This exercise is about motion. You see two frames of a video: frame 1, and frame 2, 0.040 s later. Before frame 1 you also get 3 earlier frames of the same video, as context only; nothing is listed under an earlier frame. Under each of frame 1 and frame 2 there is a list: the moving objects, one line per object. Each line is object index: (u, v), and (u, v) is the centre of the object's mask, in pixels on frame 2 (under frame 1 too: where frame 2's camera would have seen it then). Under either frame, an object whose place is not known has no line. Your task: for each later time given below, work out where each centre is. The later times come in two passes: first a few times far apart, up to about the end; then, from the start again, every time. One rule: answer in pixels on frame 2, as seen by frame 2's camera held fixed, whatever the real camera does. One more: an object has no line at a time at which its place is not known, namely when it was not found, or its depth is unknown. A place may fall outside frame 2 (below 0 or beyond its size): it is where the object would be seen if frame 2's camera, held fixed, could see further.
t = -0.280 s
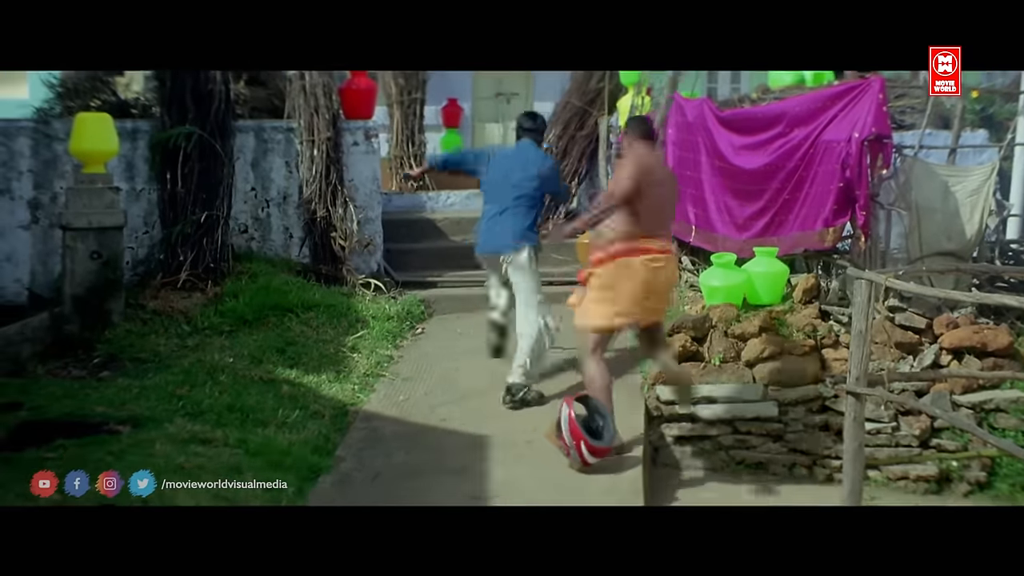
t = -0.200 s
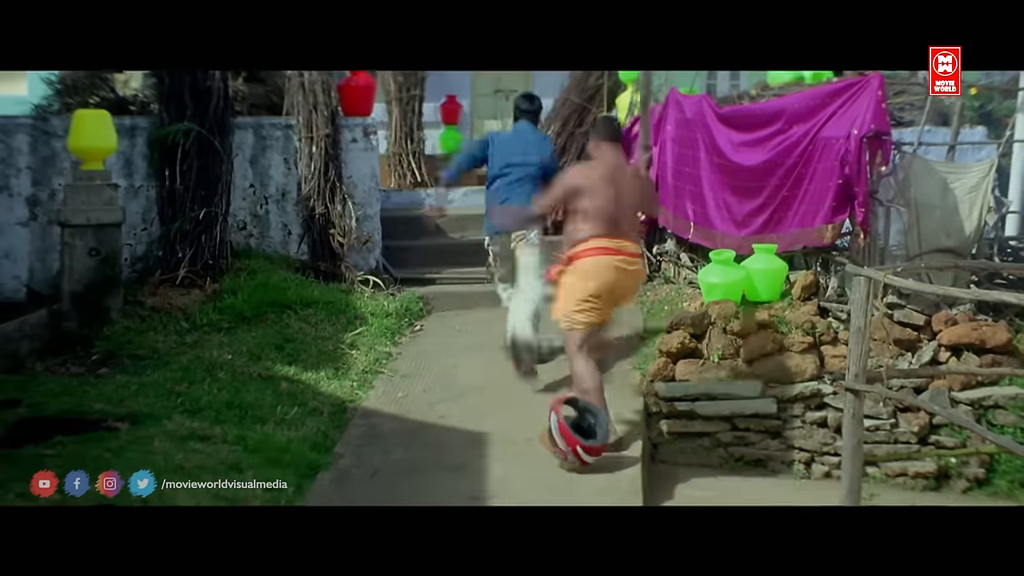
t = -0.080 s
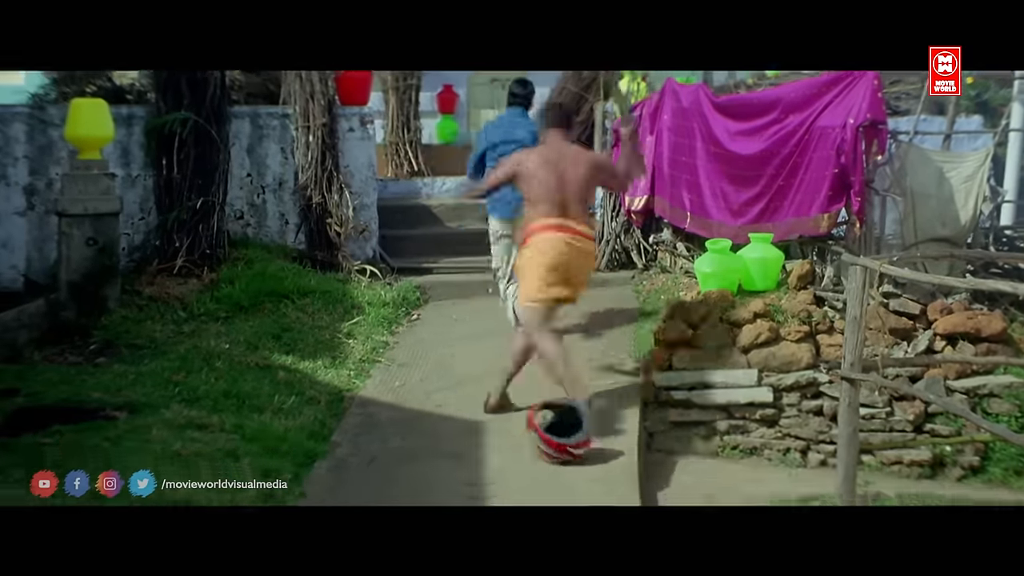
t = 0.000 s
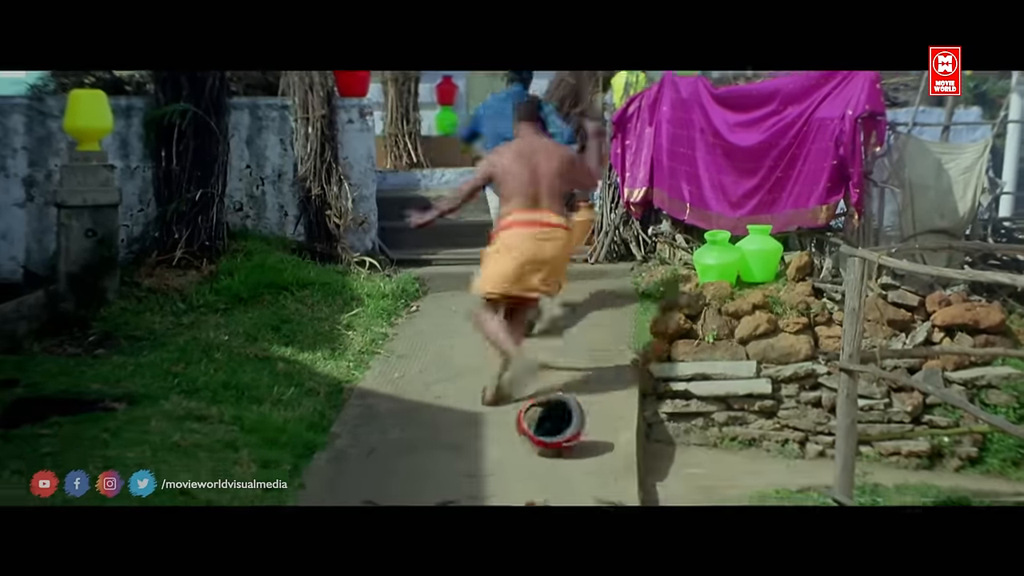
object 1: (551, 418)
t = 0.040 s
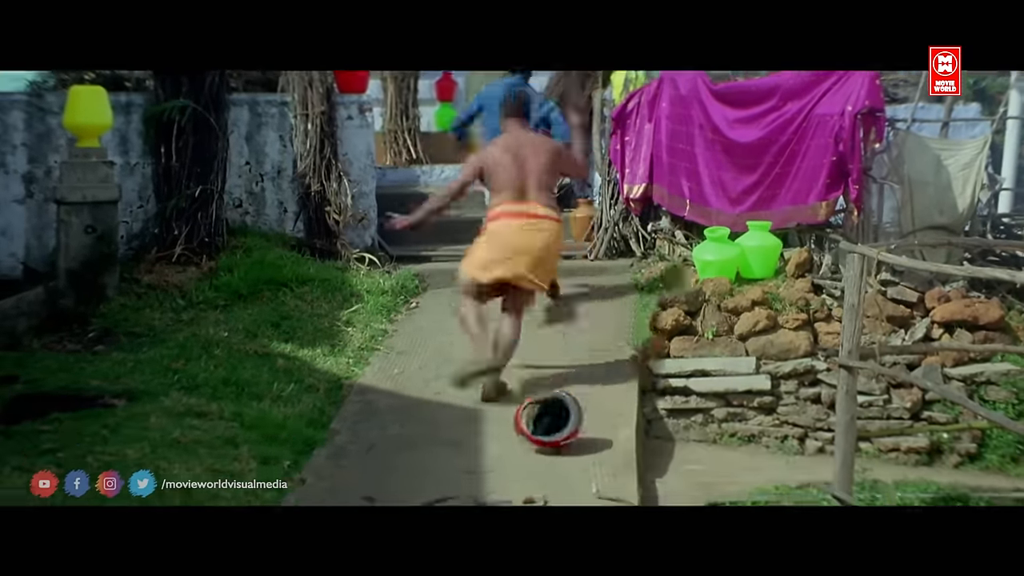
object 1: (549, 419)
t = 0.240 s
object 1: (547, 429)
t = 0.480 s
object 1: (546, 429)
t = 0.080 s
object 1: (548, 421)
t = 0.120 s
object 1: (548, 424)
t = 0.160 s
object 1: (548, 425)
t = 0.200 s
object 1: (548, 428)
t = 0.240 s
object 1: (547, 429)
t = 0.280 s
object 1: (546, 429)
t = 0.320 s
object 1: (546, 429)
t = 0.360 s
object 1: (546, 429)
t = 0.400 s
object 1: (546, 429)
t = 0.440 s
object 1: (546, 429)
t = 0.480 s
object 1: (546, 429)
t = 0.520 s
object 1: (547, 429)
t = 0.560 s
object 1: (547, 429)
